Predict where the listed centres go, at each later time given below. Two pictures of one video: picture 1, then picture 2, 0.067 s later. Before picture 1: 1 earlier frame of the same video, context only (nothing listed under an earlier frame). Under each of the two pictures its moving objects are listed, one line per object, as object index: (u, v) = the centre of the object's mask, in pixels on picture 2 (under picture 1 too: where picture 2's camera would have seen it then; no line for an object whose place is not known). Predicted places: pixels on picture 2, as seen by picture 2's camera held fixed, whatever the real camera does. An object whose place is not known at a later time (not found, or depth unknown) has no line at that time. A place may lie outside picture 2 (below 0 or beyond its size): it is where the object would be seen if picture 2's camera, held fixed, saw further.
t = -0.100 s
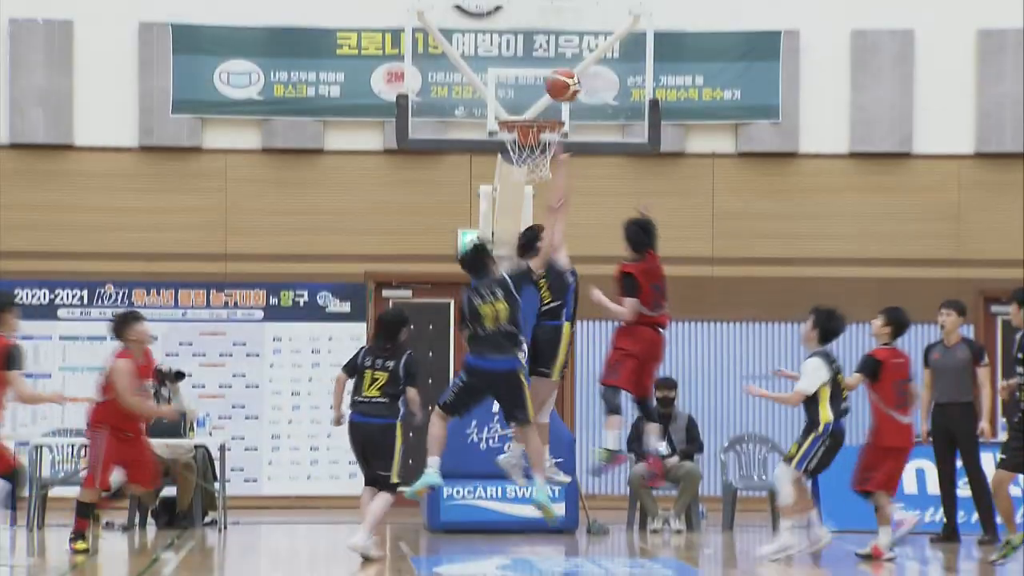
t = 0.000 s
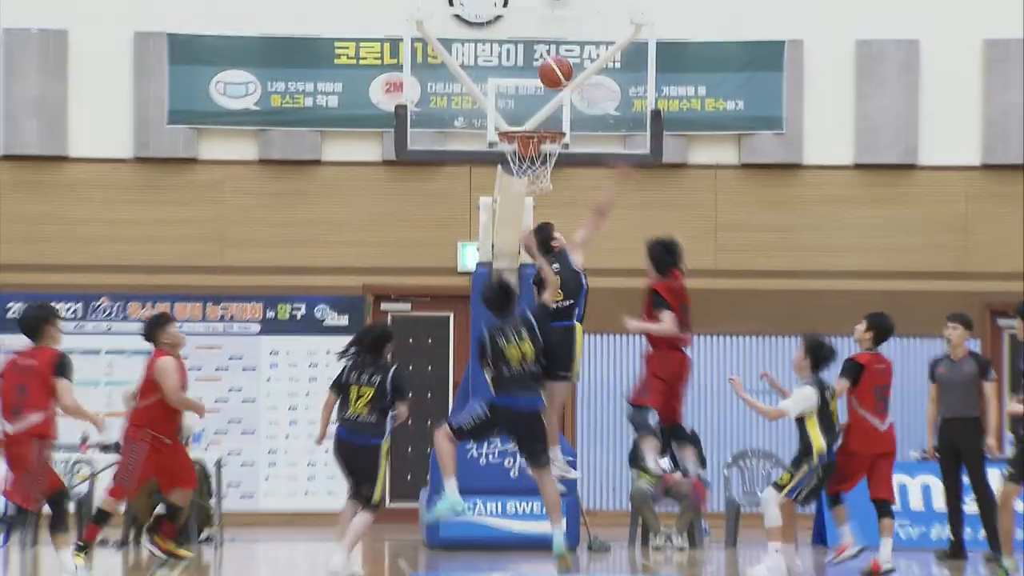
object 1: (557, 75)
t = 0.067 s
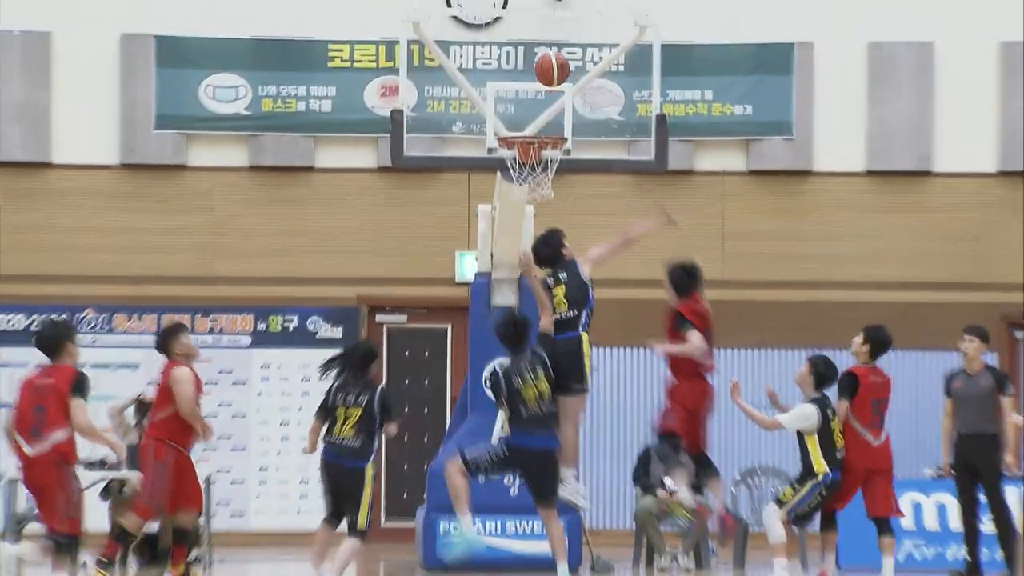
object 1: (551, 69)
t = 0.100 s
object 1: (549, 69)
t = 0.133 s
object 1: (546, 70)
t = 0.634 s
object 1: (507, 119)
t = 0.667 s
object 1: (506, 114)
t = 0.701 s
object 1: (505, 111)
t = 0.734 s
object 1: (504, 109)
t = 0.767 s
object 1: (503, 109)
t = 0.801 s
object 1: (502, 110)
